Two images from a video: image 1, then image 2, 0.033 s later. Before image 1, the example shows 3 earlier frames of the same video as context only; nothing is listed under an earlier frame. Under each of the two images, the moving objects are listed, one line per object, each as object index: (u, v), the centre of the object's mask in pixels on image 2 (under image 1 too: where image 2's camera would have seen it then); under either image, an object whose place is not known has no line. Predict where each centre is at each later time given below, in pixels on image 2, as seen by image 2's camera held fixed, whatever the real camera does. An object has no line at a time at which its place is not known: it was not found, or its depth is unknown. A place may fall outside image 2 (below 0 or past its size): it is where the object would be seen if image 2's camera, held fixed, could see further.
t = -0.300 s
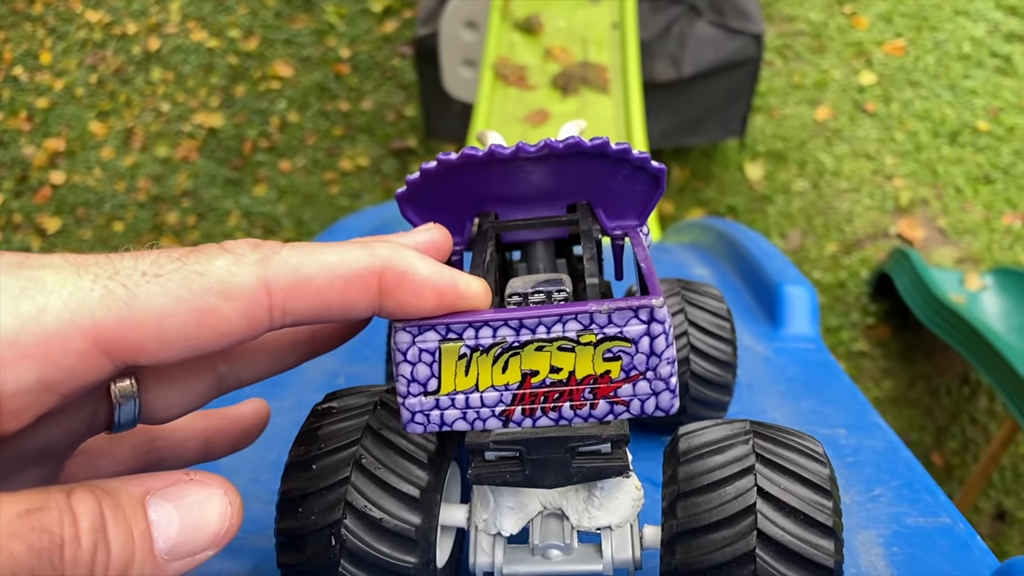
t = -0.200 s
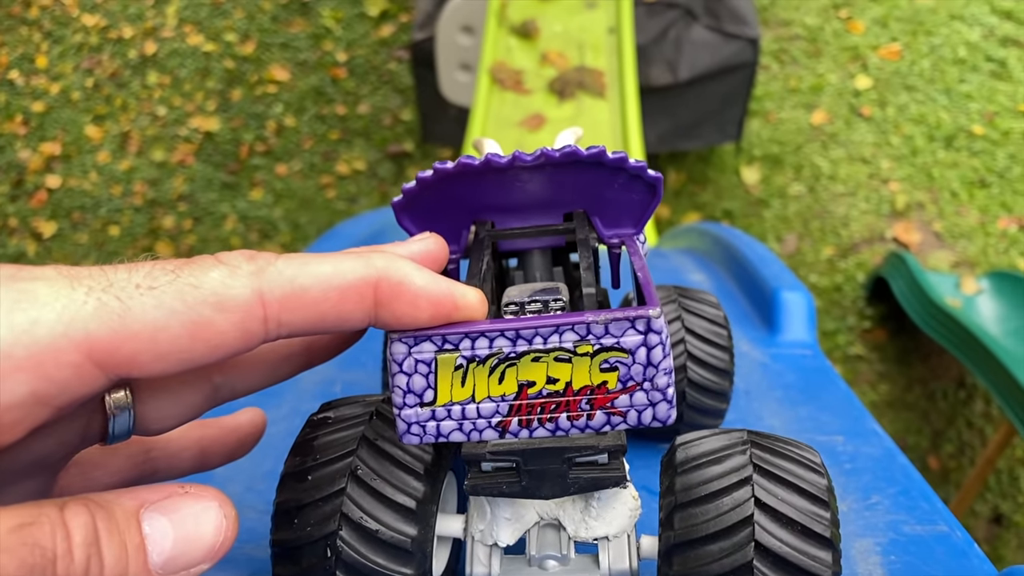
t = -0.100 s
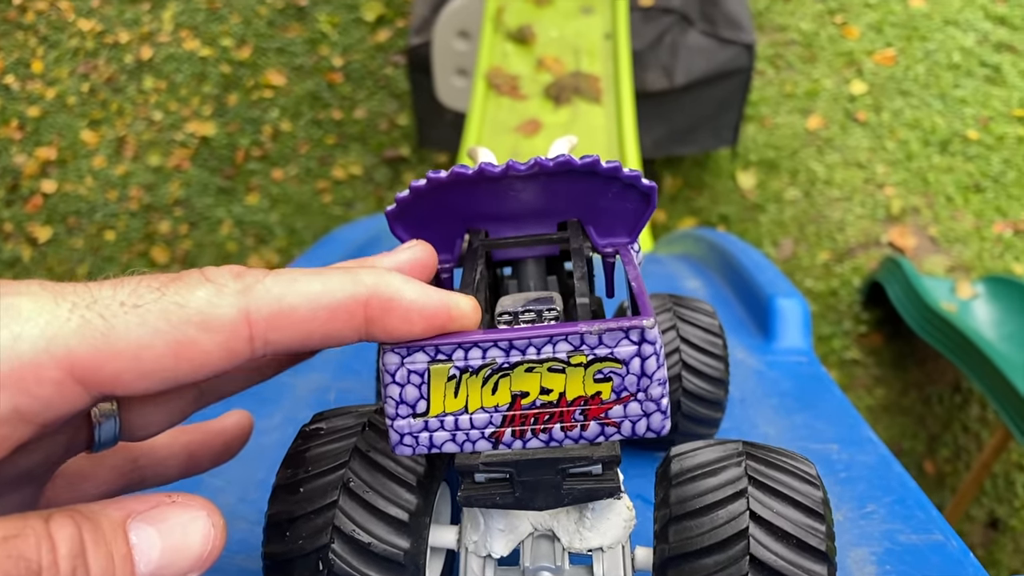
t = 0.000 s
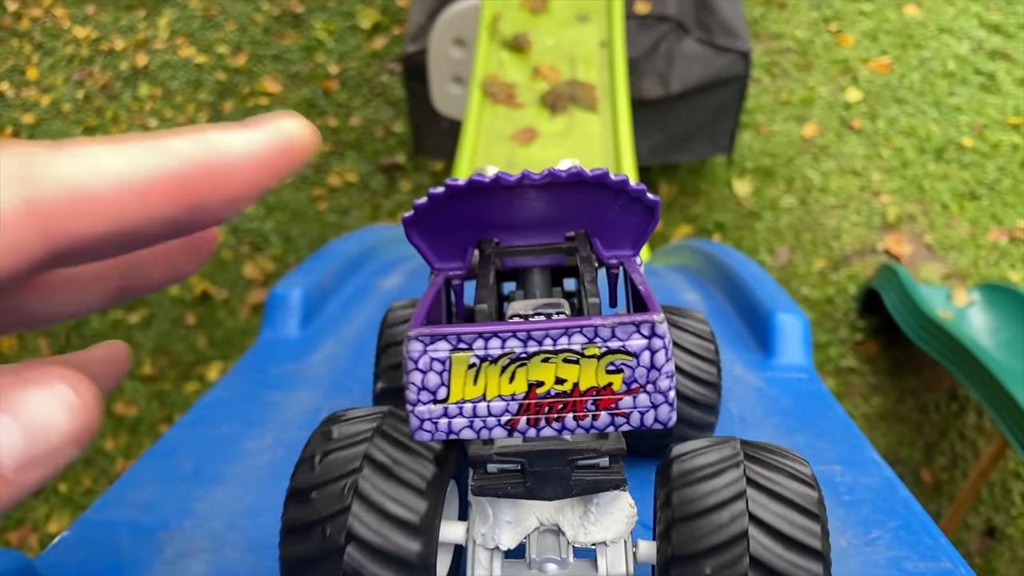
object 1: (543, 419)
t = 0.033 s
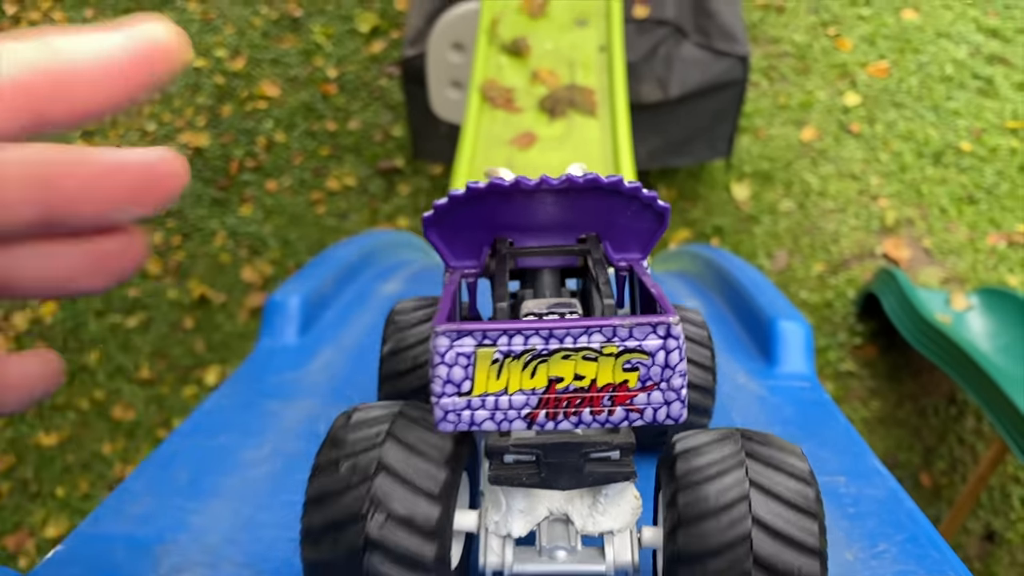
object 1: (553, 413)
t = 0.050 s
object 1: (557, 408)
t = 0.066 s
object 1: (562, 402)
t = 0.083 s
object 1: (567, 396)
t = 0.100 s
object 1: (571, 388)
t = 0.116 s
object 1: (576, 379)
